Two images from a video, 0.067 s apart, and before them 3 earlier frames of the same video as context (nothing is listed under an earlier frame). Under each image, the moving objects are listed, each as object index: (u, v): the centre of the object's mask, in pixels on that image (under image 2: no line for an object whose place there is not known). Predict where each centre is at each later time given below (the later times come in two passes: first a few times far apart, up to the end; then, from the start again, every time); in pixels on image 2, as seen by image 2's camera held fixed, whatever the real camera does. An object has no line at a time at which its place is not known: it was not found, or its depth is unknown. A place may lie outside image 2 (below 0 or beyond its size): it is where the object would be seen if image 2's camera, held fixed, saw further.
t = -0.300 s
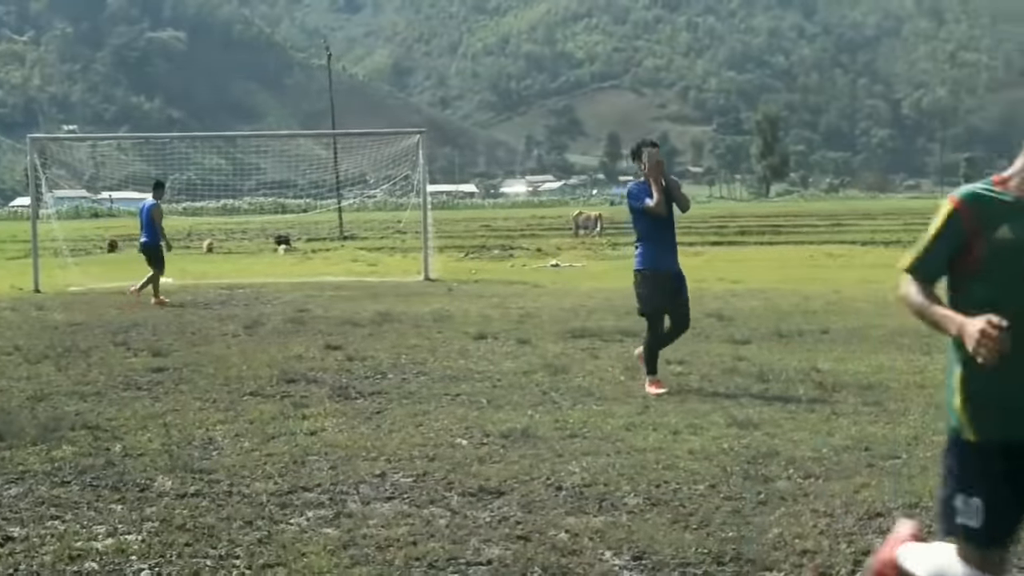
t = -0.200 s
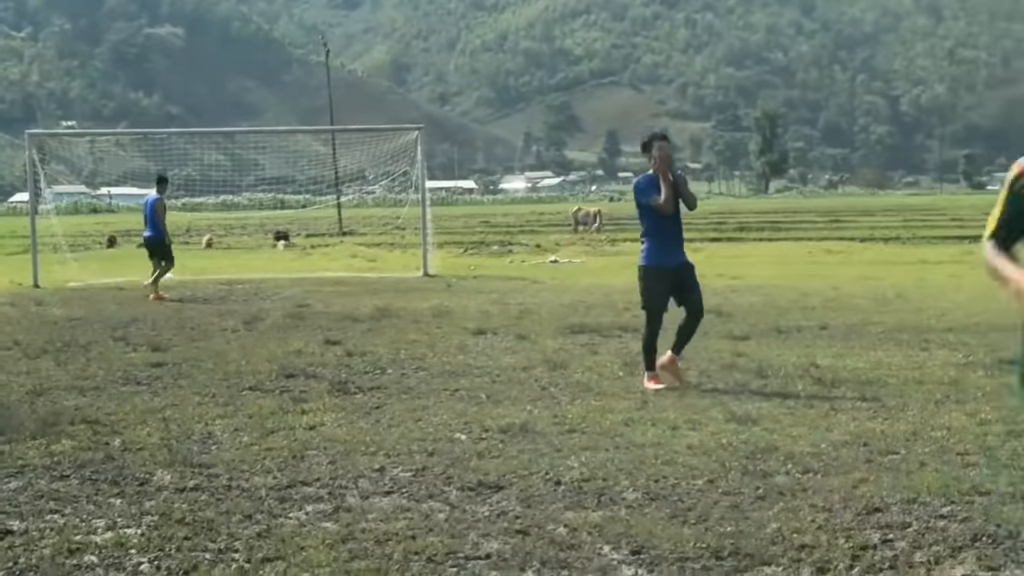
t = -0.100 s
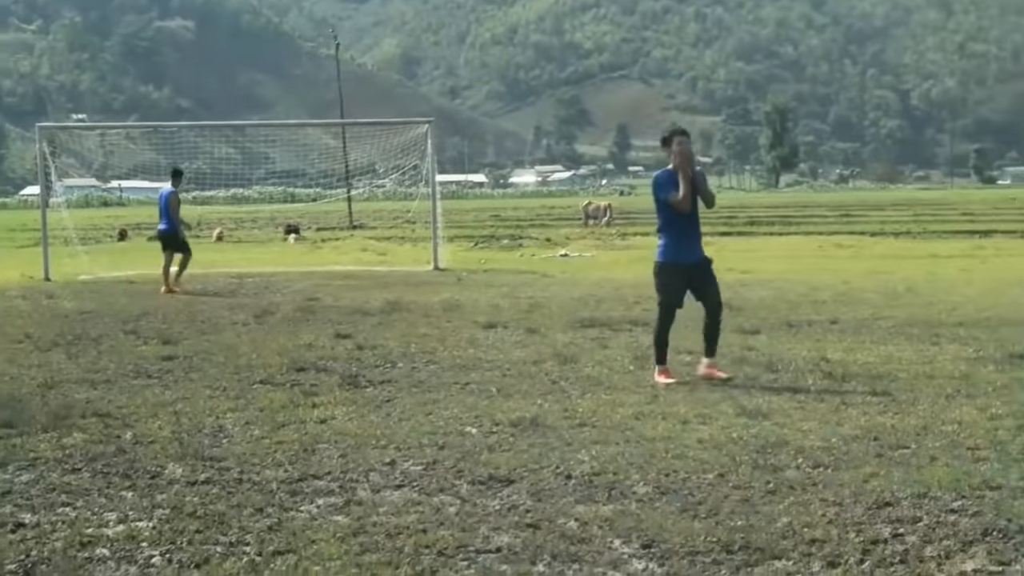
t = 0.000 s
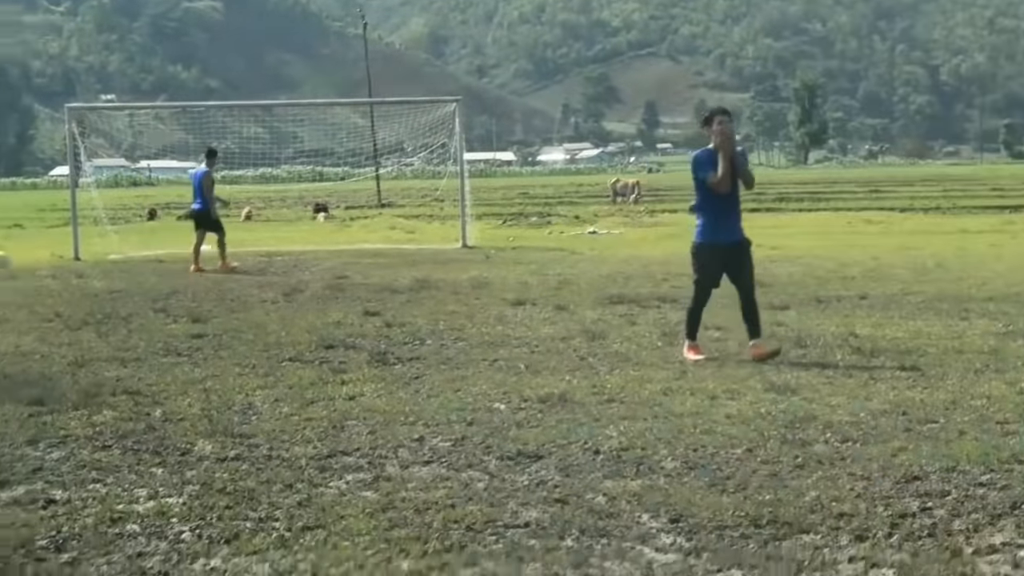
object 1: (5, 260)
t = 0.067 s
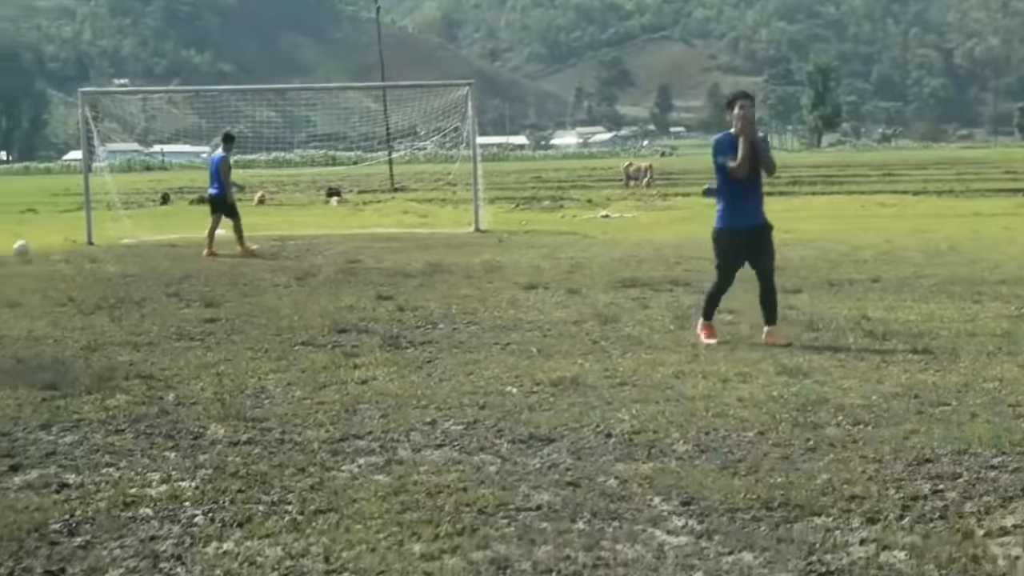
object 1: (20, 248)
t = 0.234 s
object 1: (36, 253)
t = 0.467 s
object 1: (55, 261)
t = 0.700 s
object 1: (78, 260)
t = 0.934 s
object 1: (102, 262)
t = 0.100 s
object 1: (24, 252)
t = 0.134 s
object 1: (28, 255)
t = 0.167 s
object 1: (30, 256)
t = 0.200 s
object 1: (32, 254)
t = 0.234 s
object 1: (36, 253)
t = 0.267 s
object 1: (39, 254)
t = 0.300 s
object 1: (41, 255)
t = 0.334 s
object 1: (45, 257)
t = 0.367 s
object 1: (48, 259)
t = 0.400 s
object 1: (50, 259)
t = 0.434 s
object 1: (52, 261)
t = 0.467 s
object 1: (55, 261)
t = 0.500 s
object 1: (58, 261)
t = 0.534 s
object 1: (61, 262)
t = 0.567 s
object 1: (65, 263)
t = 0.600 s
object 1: (68, 263)
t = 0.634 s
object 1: (71, 261)
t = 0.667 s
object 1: (74, 260)
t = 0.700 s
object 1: (78, 260)
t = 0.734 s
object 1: (81, 263)
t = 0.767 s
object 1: (86, 265)
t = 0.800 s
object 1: (89, 266)
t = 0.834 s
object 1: (92, 263)
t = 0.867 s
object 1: (95, 262)
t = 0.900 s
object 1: (99, 262)
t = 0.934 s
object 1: (102, 262)
